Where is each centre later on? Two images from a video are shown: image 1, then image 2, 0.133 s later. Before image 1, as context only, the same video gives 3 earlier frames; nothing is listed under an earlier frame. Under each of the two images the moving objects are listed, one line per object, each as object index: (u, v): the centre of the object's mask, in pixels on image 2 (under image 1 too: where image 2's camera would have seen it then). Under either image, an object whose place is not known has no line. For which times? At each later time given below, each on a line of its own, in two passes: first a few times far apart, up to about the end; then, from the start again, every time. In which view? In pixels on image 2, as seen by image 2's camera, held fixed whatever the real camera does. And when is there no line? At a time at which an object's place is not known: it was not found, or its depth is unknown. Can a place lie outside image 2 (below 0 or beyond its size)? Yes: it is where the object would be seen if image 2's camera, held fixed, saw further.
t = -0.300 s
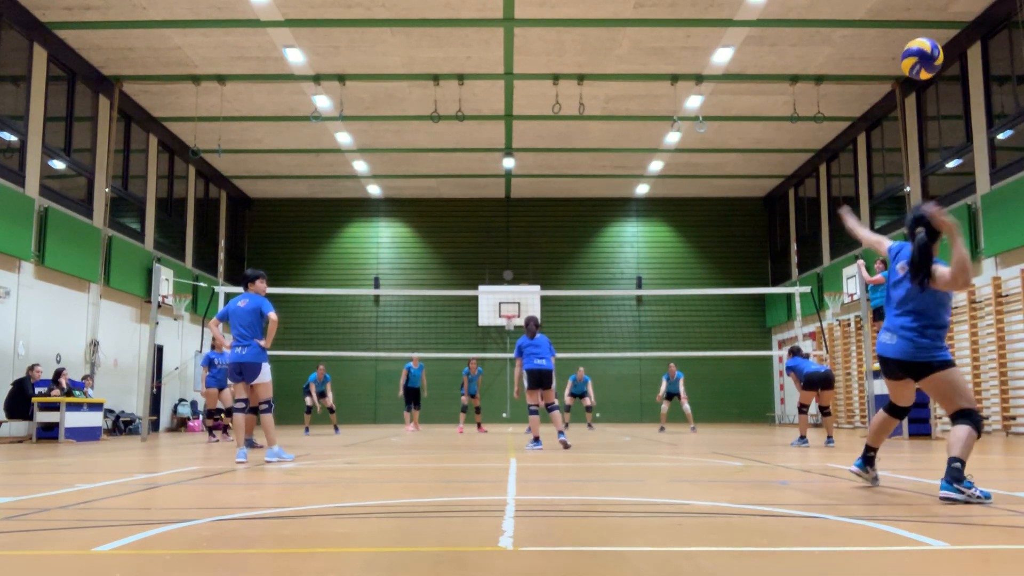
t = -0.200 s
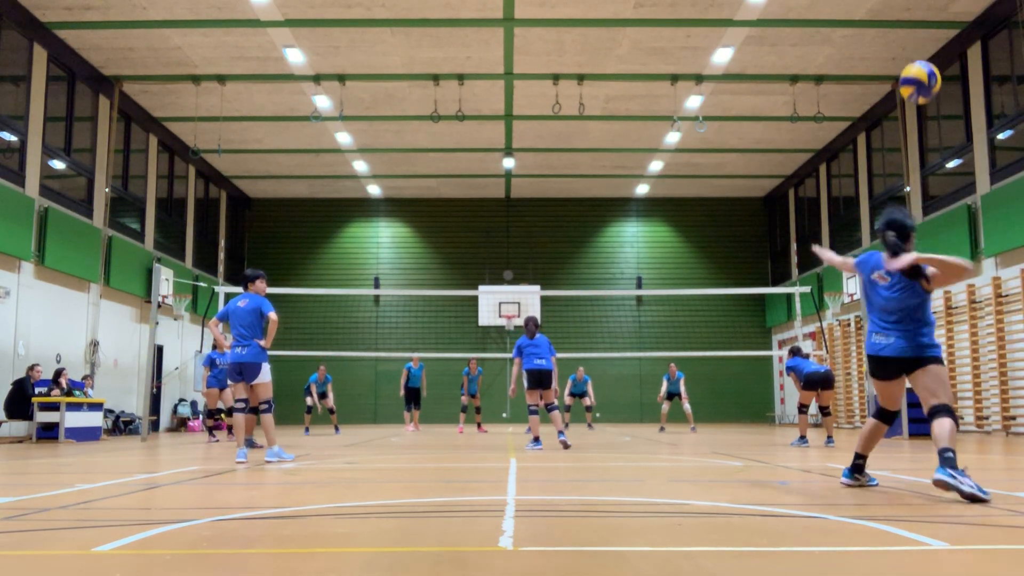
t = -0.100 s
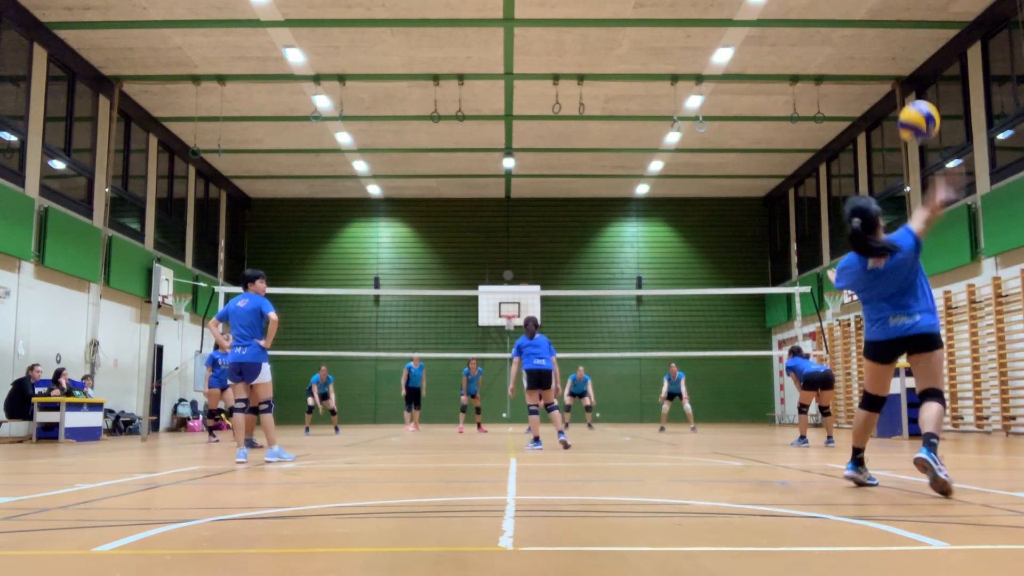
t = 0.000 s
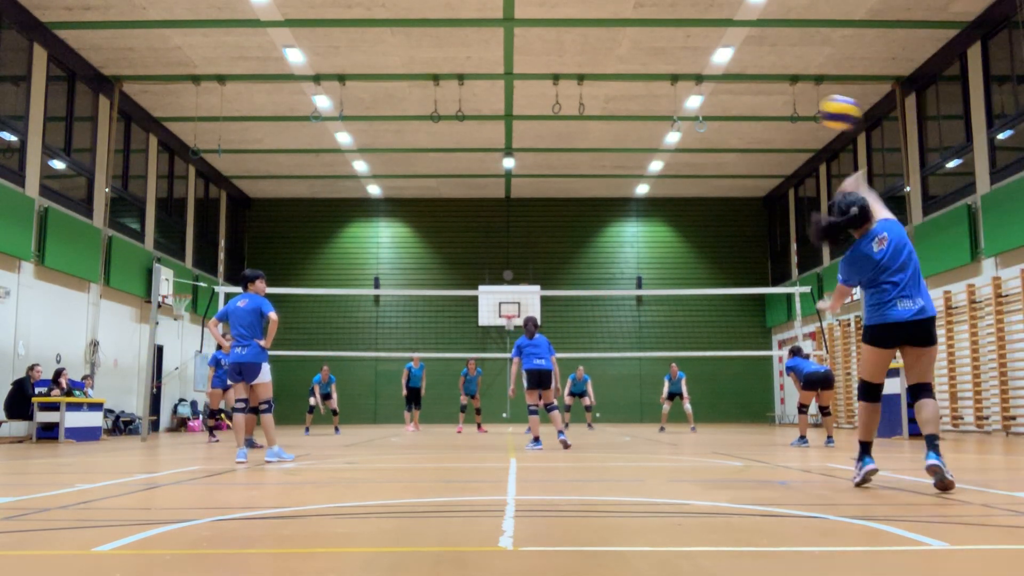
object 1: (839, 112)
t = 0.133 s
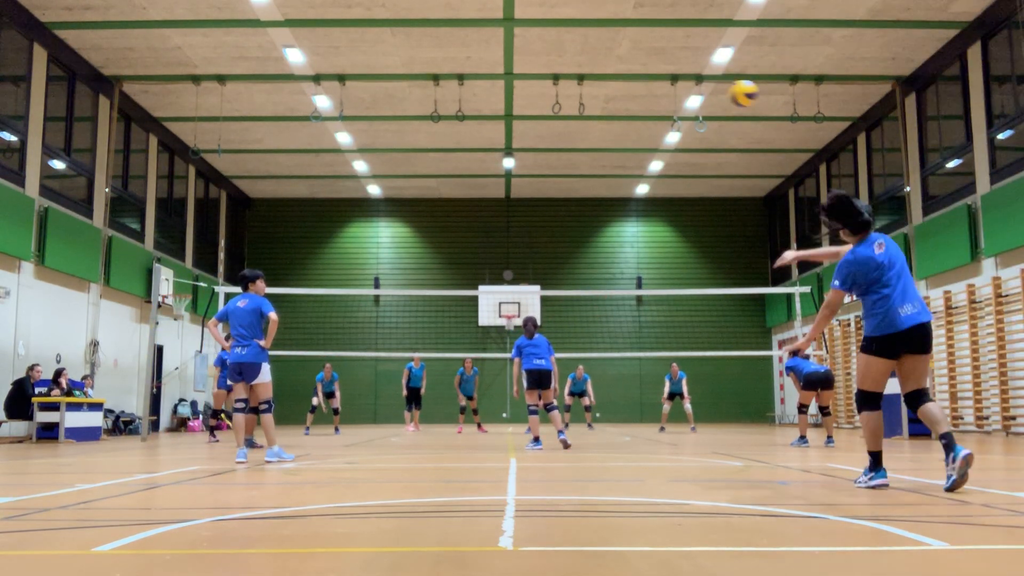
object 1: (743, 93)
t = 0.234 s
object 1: (697, 94)
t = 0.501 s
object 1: (618, 132)
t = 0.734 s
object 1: (573, 191)
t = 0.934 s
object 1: (544, 250)
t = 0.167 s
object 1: (726, 92)
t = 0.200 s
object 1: (711, 92)
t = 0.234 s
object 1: (697, 94)
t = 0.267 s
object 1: (681, 96)
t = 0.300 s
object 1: (671, 100)
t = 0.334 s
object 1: (661, 104)
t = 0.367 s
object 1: (651, 109)
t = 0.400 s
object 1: (642, 114)
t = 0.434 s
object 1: (634, 120)
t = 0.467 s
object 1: (625, 127)
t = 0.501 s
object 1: (618, 132)
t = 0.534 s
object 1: (611, 140)
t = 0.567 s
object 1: (604, 148)
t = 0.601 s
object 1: (598, 156)
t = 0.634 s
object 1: (591, 165)
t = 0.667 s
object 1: (585, 173)
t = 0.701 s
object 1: (579, 181)
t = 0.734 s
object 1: (573, 191)
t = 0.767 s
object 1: (568, 200)
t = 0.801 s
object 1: (563, 209)
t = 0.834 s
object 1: (558, 219)
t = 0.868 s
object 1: (553, 229)
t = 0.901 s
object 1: (549, 240)
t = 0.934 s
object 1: (544, 250)
